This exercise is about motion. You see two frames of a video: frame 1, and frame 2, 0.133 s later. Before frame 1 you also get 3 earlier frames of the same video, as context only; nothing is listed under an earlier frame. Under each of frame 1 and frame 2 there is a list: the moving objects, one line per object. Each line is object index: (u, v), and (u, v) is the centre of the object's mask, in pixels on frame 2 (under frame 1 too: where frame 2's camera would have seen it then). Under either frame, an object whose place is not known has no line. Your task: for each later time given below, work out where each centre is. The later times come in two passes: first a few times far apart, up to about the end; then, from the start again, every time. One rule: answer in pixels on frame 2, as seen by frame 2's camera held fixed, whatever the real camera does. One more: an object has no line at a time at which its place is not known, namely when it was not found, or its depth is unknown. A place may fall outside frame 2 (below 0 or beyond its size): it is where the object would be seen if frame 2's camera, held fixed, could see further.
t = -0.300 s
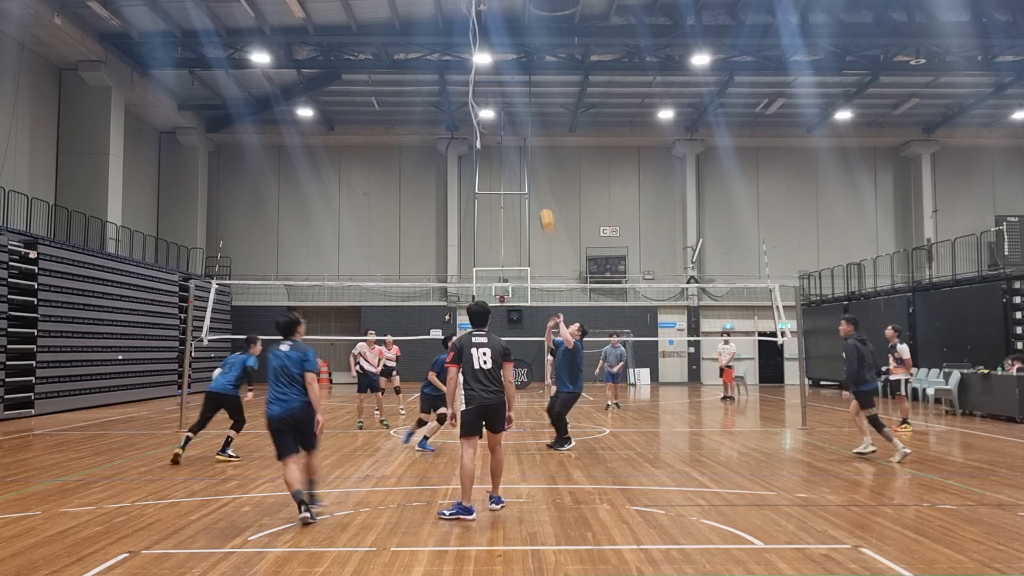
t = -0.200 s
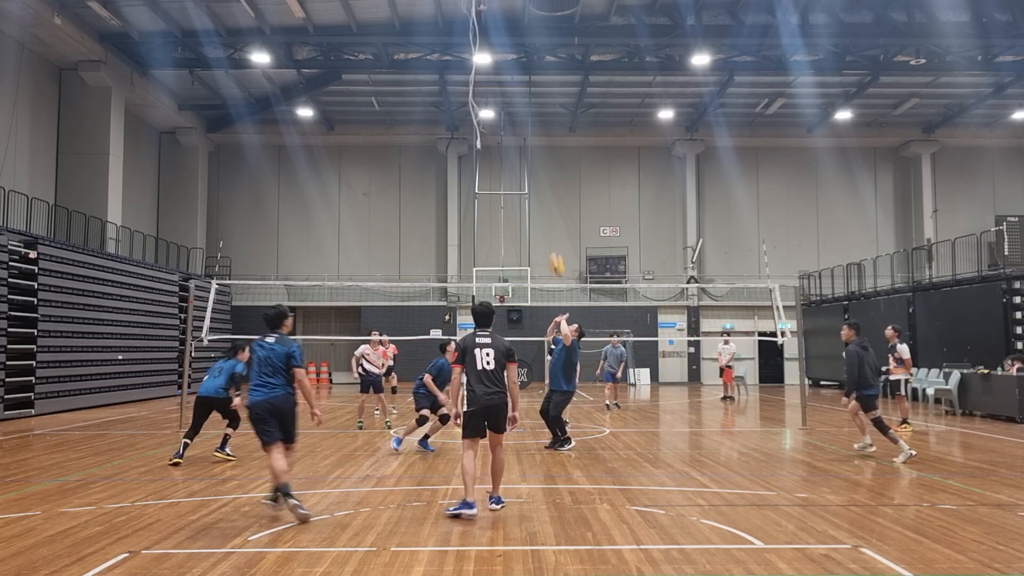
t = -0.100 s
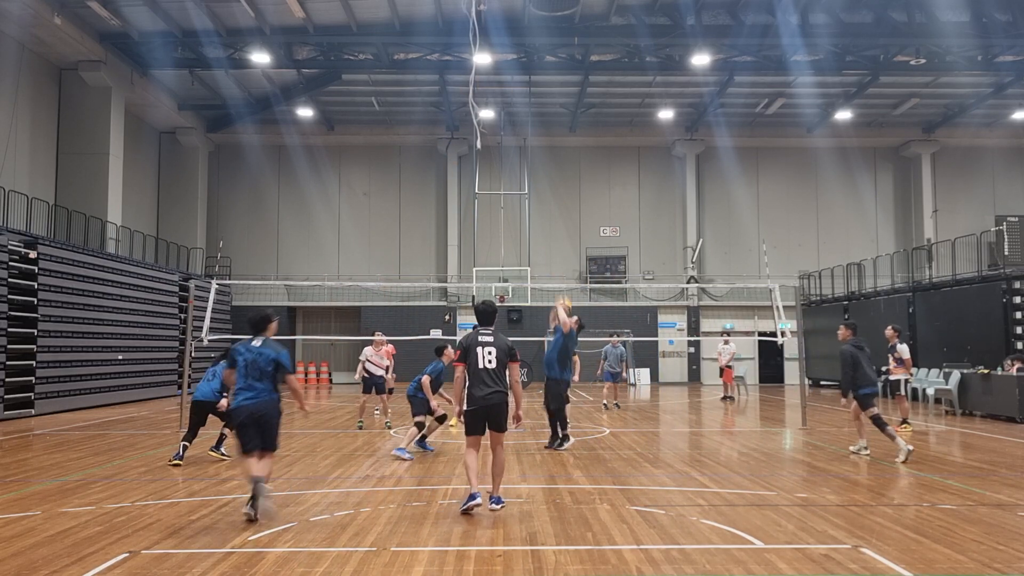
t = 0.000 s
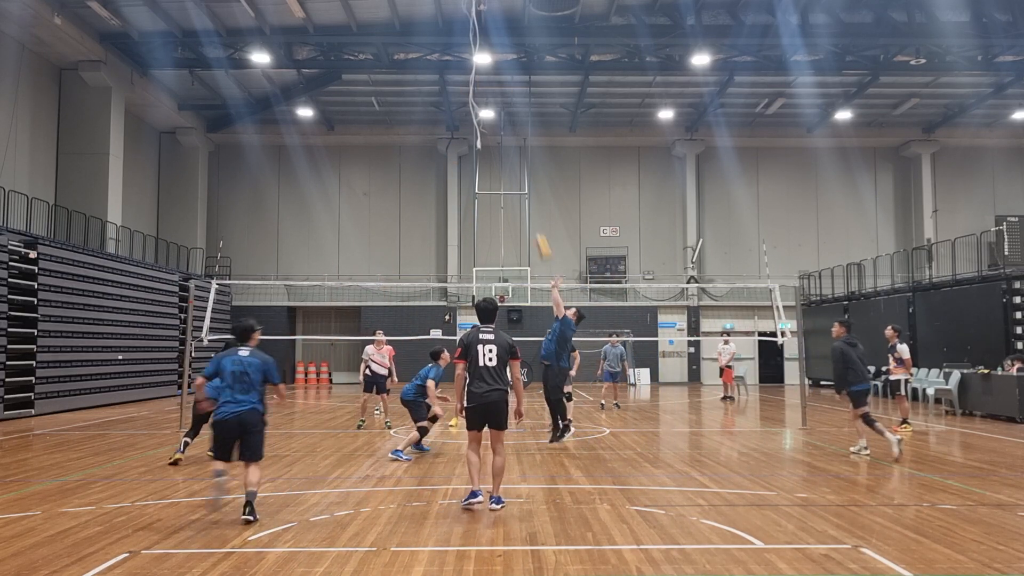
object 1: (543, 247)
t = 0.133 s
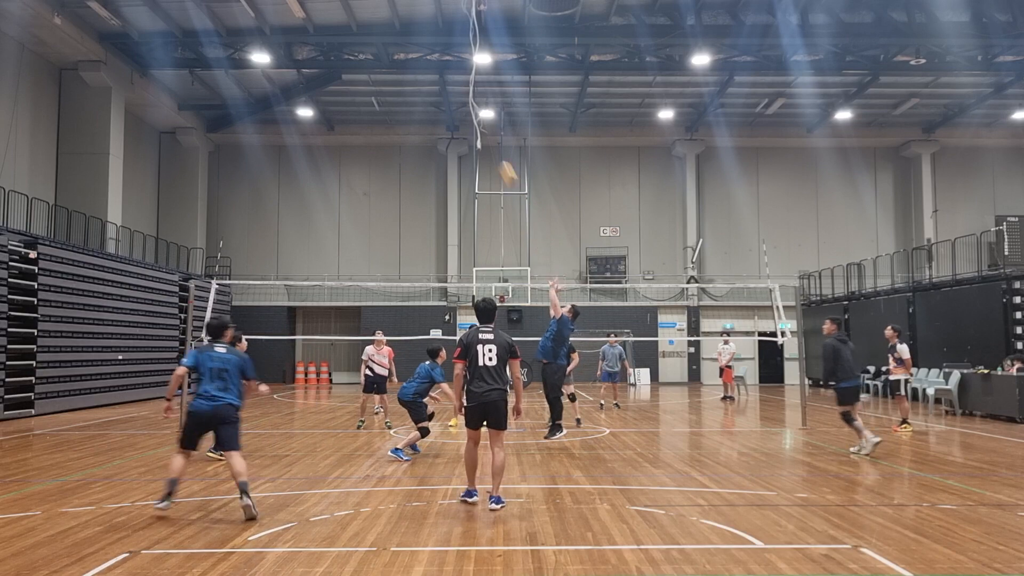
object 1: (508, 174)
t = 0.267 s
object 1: (474, 115)
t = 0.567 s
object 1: (404, 34)
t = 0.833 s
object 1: (345, 16)
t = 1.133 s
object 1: (280, 51)
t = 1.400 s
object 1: (225, 133)
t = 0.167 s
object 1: (499, 157)
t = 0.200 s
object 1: (491, 143)
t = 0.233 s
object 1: (484, 128)
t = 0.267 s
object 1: (474, 115)
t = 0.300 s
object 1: (466, 104)
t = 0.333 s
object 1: (459, 93)
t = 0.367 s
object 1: (451, 81)
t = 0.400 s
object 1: (443, 71)
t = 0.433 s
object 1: (435, 63)
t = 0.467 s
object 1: (427, 55)
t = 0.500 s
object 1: (420, 47)
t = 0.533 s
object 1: (412, 40)
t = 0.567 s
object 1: (404, 34)
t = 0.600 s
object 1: (396, 29)
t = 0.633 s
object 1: (389, 25)
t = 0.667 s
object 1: (382, 22)
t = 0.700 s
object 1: (374, 19)
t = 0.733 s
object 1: (367, 17)
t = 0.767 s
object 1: (359, 16)
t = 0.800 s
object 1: (352, 15)
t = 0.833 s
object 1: (345, 16)
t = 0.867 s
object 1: (338, 17)
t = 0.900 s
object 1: (331, 19)
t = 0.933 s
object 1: (323, 21)
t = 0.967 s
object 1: (315, 24)
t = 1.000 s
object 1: (308, 28)
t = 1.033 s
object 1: (301, 33)
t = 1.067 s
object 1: (294, 39)
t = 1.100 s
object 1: (287, 45)
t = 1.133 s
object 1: (280, 51)
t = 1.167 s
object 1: (275, 58)
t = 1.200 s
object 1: (266, 68)
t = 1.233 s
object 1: (259, 77)
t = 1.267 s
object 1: (252, 87)
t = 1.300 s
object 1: (245, 97)
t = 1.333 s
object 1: (238, 108)
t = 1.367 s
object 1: (232, 120)
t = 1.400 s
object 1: (225, 133)
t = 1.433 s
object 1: (218, 146)
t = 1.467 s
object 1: (212, 159)
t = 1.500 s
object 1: (206, 174)
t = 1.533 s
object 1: (199, 189)
